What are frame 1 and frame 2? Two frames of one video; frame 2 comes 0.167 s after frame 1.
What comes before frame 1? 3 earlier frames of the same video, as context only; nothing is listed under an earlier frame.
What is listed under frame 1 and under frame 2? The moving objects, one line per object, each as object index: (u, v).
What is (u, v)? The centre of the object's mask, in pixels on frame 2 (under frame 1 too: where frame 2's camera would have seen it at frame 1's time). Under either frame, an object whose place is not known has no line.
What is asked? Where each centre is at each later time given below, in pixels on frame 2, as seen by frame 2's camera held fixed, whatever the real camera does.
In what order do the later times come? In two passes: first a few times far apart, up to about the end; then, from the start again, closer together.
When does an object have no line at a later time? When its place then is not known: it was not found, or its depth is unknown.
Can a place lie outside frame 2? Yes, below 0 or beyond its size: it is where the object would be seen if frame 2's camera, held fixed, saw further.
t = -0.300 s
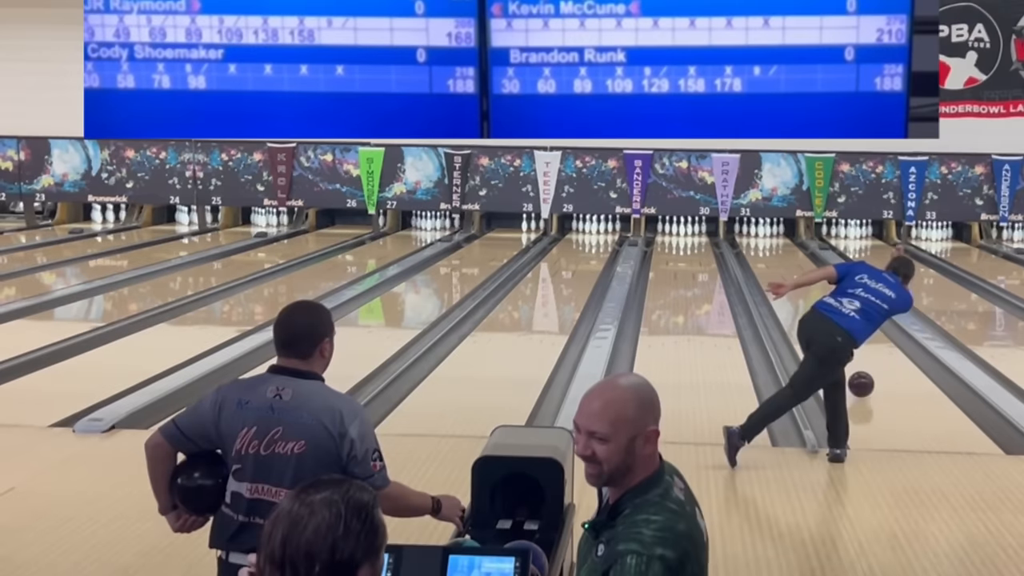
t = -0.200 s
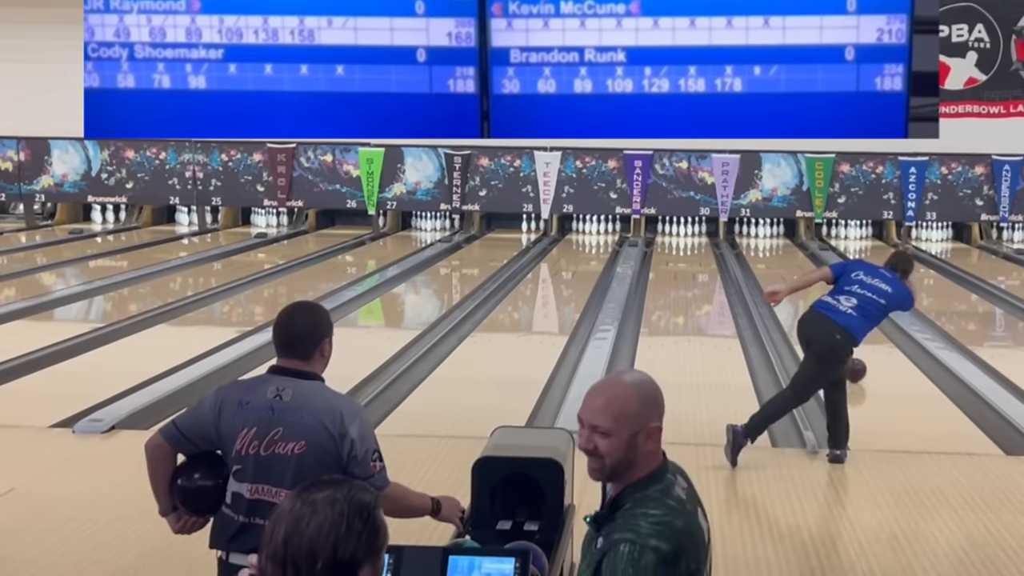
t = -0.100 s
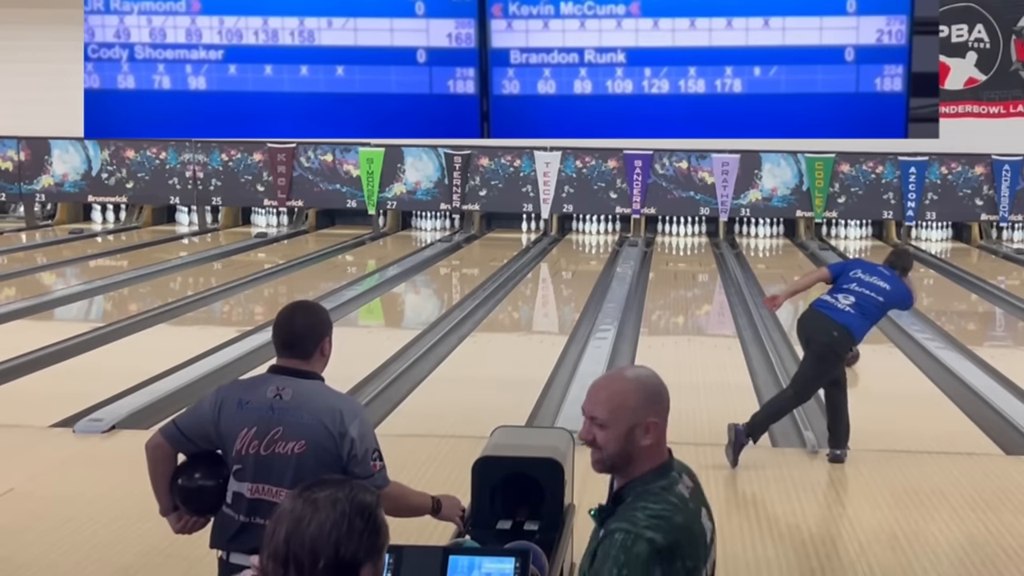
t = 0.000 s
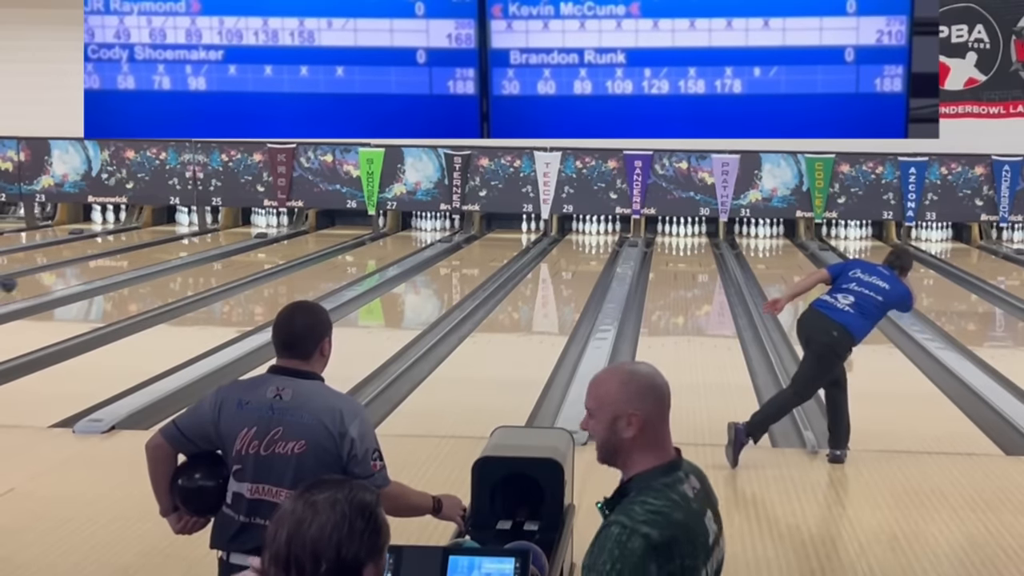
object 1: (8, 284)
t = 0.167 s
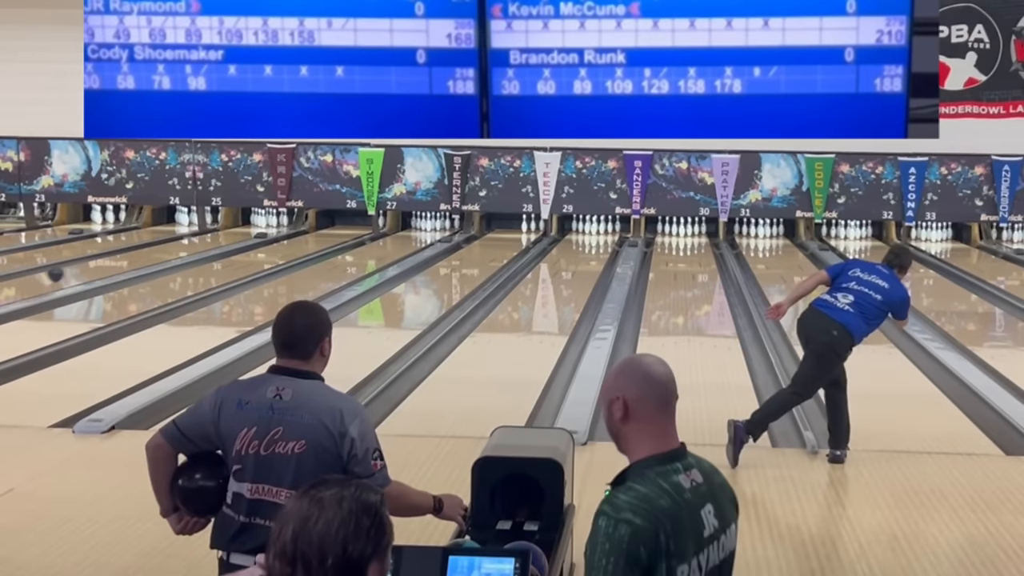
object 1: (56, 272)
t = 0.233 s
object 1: (73, 268)
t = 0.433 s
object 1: (119, 258)
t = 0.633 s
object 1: (159, 250)
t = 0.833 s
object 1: (193, 243)
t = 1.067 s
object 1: (223, 236)
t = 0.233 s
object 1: (73, 268)
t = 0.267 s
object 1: (81, 266)
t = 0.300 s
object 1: (89, 263)
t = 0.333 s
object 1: (97, 263)
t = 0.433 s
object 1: (119, 258)
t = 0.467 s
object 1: (126, 257)
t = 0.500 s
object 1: (133, 255)
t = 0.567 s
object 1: (147, 253)
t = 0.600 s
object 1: (153, 251)
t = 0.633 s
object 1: (159, 250)
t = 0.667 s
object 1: (166, 249)
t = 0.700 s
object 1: (171, 248)
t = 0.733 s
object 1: (177, 246)
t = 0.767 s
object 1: (182, 245)
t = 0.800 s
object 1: (188, 244)
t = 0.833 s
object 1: (193, 243)
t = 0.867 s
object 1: (198, 242)
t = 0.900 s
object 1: (203, 241)
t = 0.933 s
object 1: (208, 240)
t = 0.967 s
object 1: (212, 239)
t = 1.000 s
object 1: (216, 238)
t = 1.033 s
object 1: (220, 237)
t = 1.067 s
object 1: (223, 236)
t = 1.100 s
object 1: (227, 235)
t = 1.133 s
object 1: (231, 234)
